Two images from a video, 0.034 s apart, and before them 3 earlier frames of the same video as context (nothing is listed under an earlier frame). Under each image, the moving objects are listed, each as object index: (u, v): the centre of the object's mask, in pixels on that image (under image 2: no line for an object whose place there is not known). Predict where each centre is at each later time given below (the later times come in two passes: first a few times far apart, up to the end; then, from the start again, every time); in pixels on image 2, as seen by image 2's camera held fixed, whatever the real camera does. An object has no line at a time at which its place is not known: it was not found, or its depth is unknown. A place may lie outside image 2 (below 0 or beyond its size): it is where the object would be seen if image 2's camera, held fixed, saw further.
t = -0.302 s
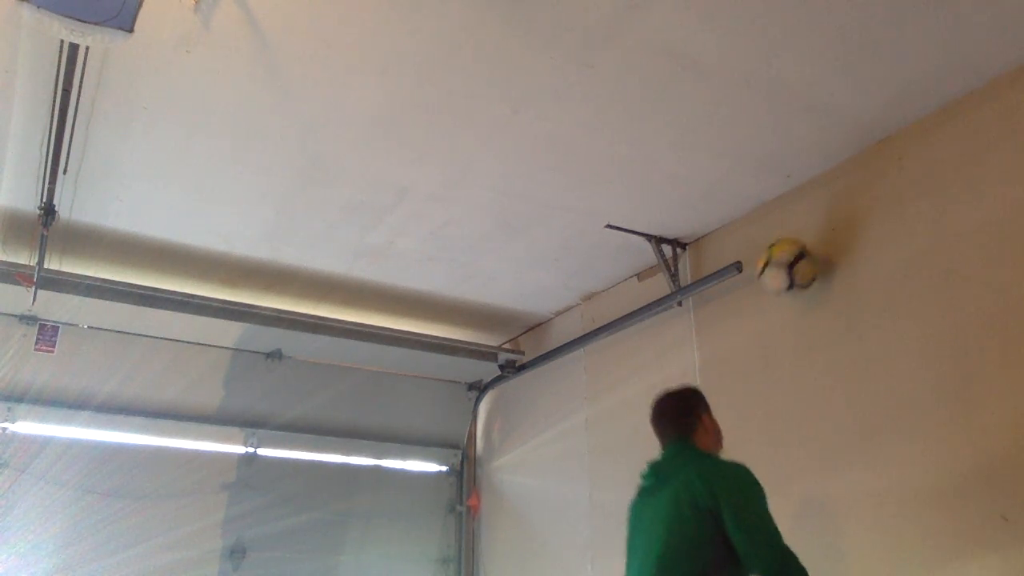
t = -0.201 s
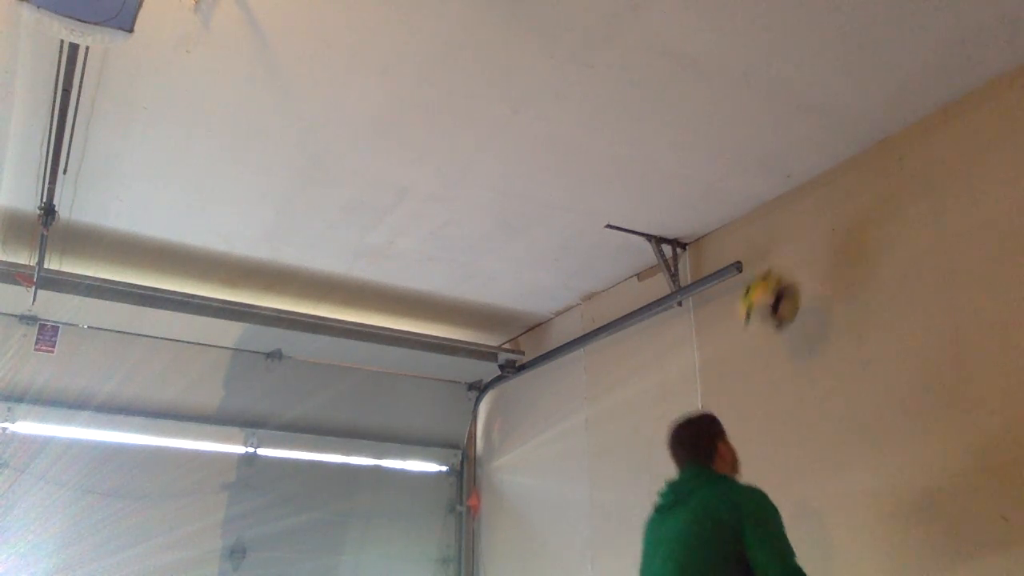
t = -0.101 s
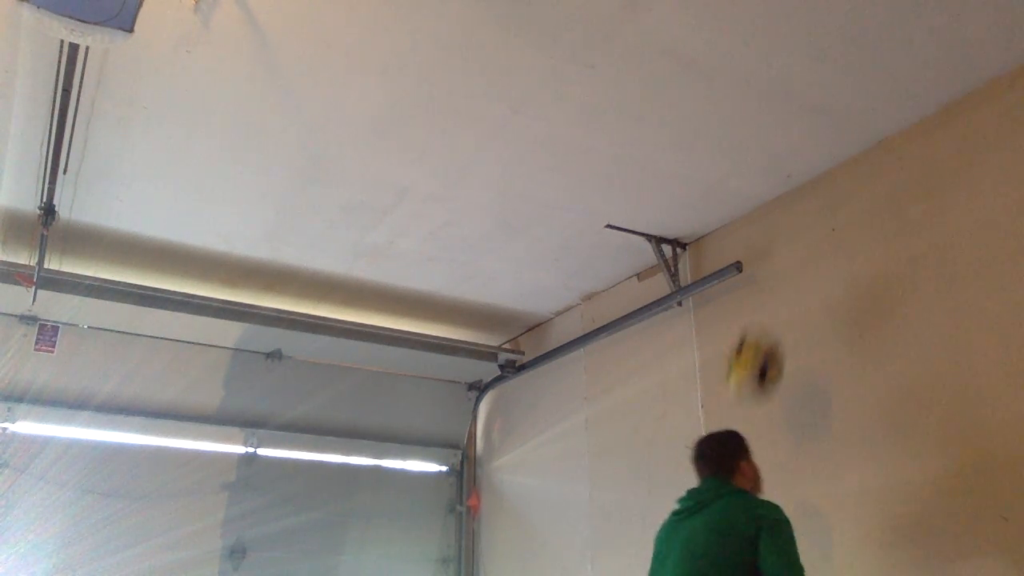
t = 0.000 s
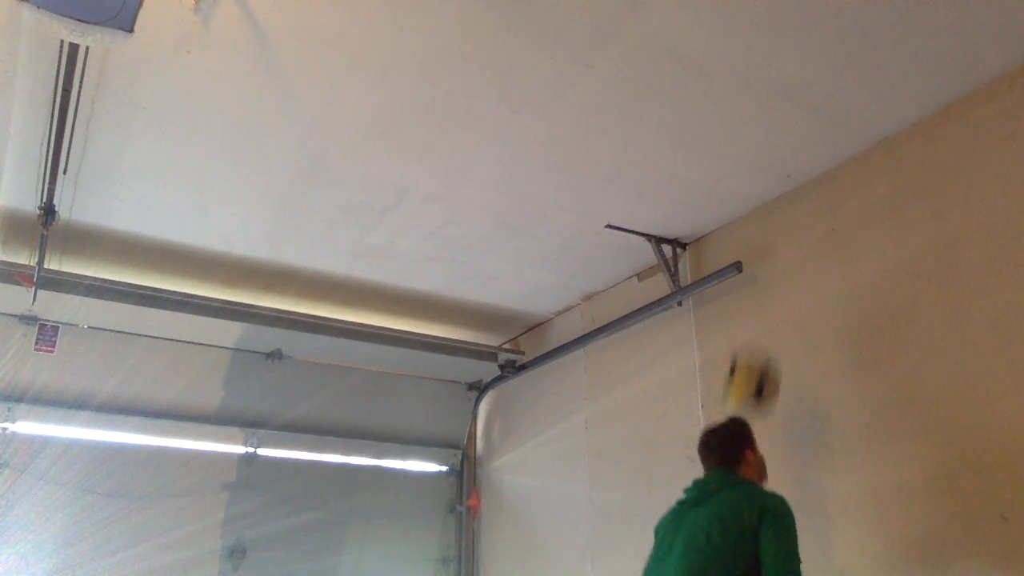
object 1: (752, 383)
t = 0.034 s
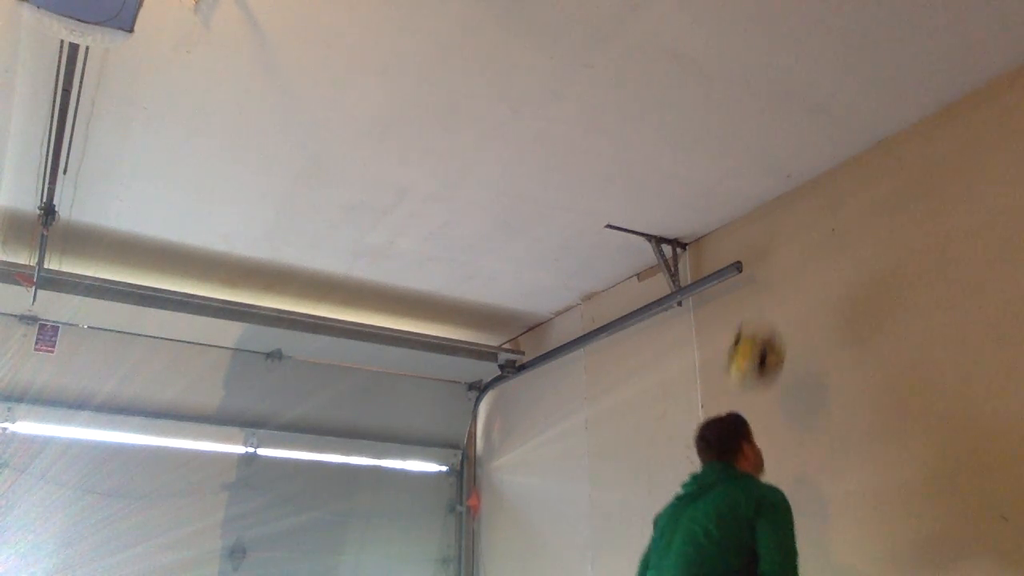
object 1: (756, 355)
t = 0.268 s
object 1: (786, 255)
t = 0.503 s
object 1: (750, 274)
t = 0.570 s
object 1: (742, 305)
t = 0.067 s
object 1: (759, 333)
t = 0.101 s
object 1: (763, 313)
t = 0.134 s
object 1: (768, 296)
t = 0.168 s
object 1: (773, 282)
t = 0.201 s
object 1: (778, 270)
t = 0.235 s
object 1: (783, 261)
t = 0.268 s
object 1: (786, 255)
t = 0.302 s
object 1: (782, 250)
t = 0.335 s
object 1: (776, 248)
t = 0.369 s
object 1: (770, 249)
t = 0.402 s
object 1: (765, 252)
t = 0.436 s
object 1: (760, 257)
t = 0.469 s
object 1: (755, 264)
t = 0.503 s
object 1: (750, 274)
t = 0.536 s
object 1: (746, 289)
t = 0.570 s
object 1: (742, 305)
